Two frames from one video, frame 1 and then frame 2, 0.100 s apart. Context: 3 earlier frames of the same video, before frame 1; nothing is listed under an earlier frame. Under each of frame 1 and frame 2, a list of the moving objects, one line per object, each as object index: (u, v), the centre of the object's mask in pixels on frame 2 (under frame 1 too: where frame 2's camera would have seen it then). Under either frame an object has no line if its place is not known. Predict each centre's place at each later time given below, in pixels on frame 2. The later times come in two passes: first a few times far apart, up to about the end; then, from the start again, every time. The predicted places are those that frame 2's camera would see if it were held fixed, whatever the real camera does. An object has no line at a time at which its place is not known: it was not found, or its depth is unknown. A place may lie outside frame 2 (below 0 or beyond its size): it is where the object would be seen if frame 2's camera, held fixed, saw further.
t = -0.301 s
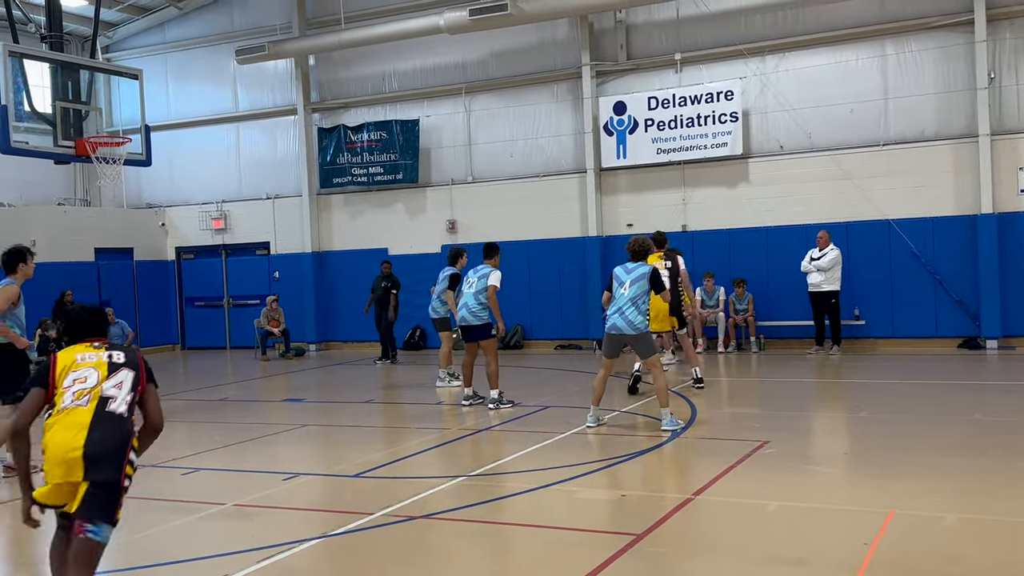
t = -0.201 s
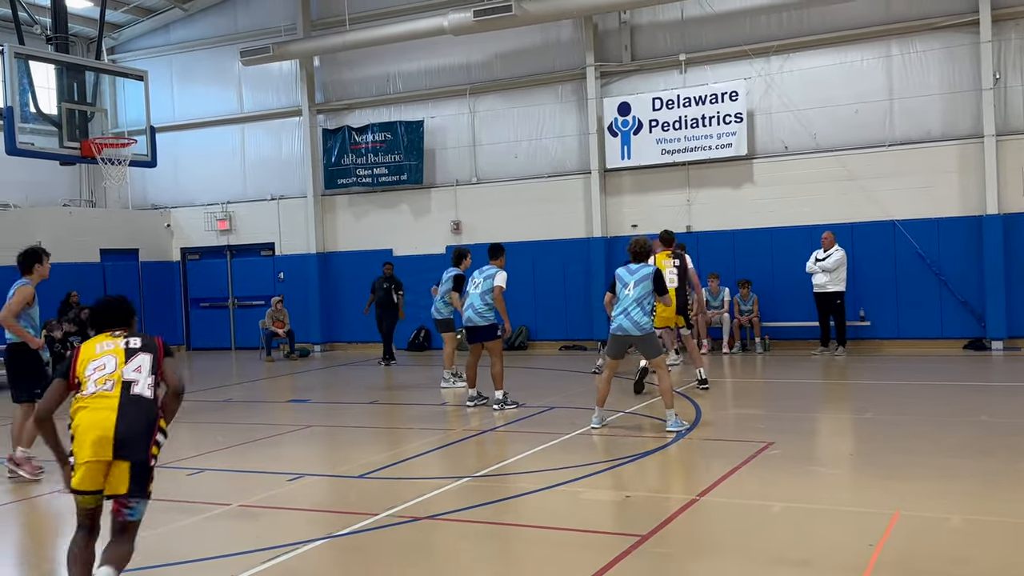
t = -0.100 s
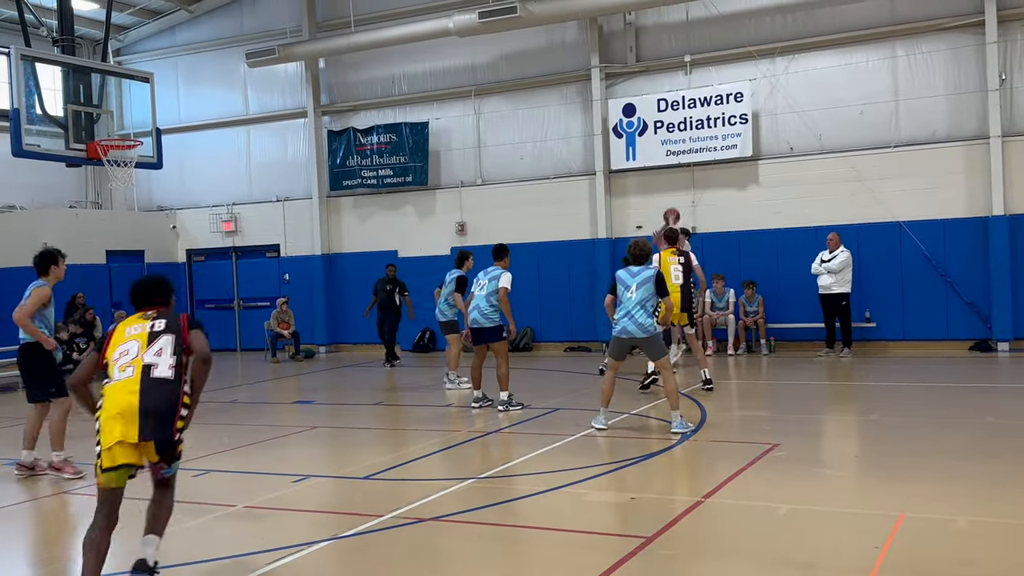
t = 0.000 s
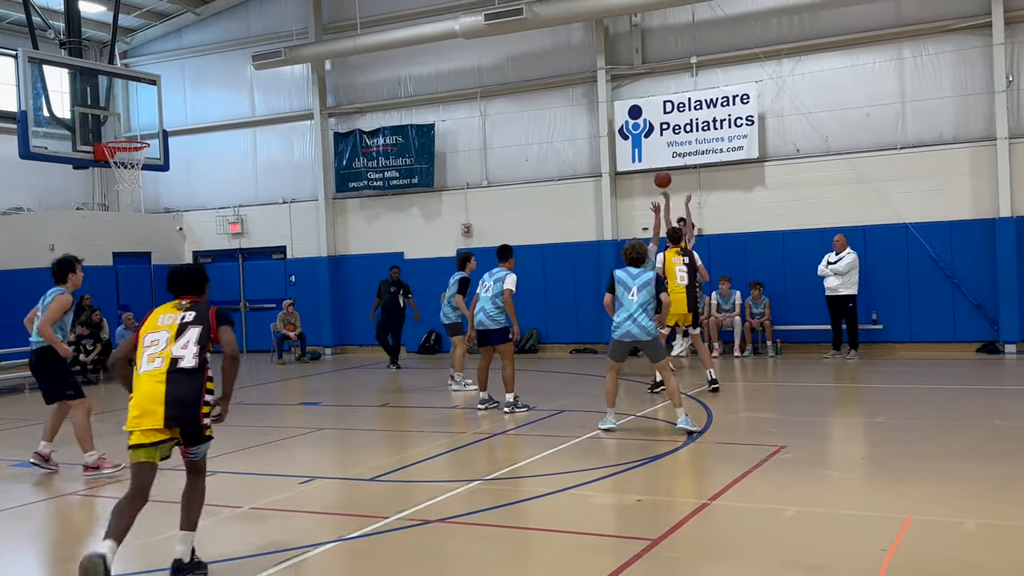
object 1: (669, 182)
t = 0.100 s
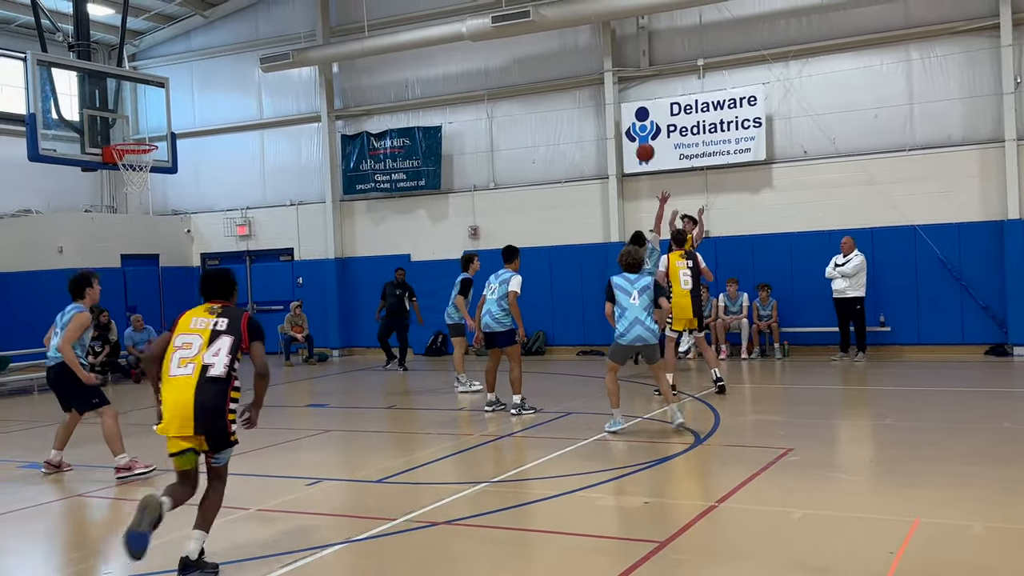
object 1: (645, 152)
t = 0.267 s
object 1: (598, 112)
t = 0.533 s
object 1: (498, 77)
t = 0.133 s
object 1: (636, 144)
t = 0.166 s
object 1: (627, 135)
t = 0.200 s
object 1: (617, 127)
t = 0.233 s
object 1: (607, 119)
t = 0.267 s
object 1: (598, 112)
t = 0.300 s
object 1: (587, 105)
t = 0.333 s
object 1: (575, 99)
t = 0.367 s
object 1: (564, 94)
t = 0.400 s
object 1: (552, 89)
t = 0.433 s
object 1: (540, 85)
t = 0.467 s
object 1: (526, 82)
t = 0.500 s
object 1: (512, 79)
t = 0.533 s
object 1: (498, 77)
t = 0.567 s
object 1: (482, 77)
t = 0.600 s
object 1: (466, 78)
